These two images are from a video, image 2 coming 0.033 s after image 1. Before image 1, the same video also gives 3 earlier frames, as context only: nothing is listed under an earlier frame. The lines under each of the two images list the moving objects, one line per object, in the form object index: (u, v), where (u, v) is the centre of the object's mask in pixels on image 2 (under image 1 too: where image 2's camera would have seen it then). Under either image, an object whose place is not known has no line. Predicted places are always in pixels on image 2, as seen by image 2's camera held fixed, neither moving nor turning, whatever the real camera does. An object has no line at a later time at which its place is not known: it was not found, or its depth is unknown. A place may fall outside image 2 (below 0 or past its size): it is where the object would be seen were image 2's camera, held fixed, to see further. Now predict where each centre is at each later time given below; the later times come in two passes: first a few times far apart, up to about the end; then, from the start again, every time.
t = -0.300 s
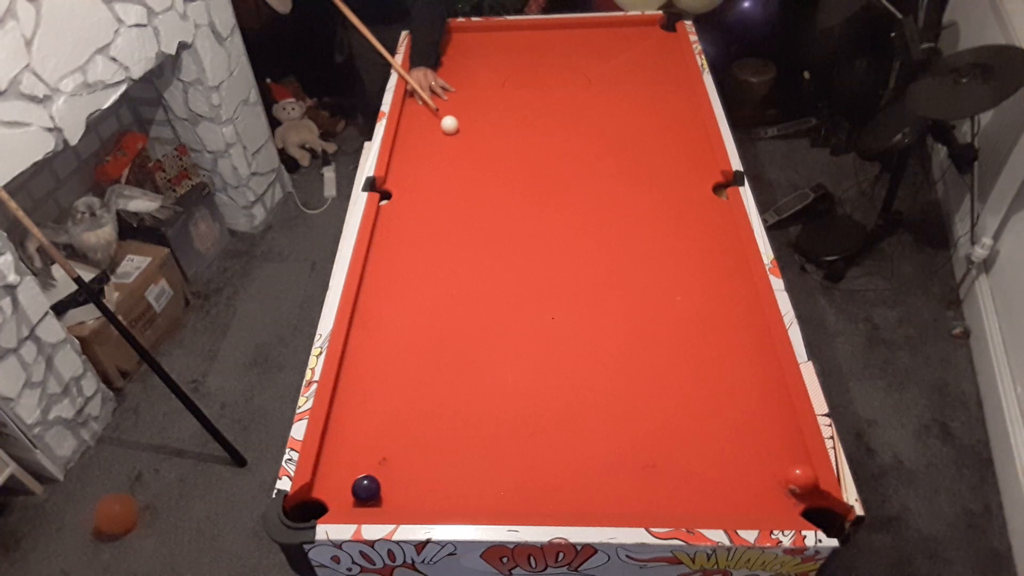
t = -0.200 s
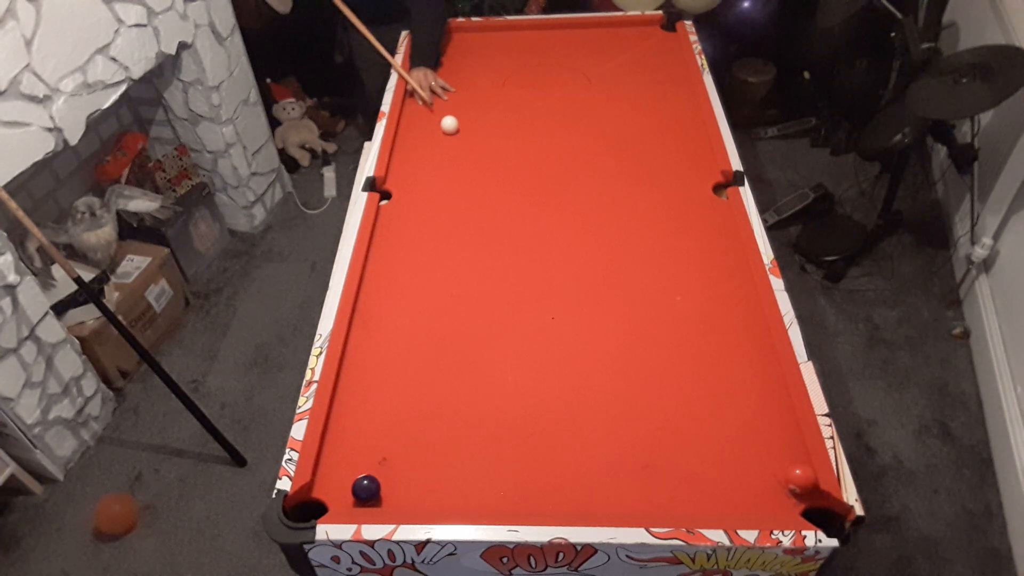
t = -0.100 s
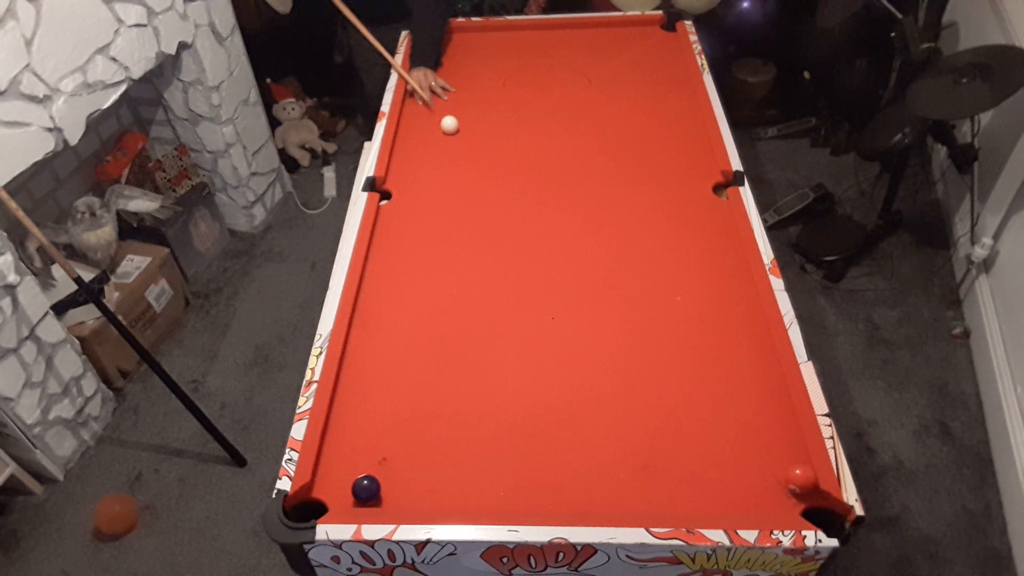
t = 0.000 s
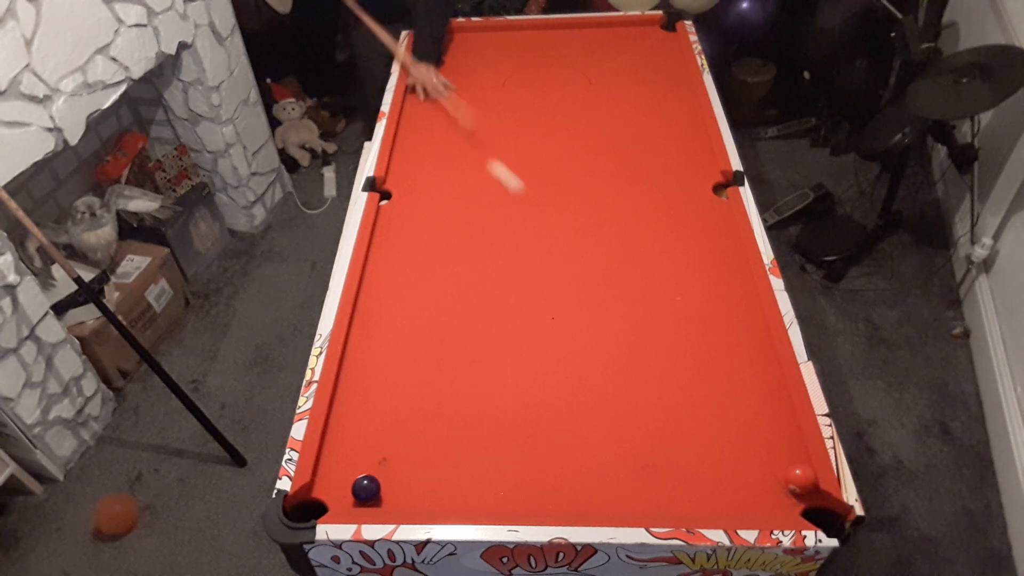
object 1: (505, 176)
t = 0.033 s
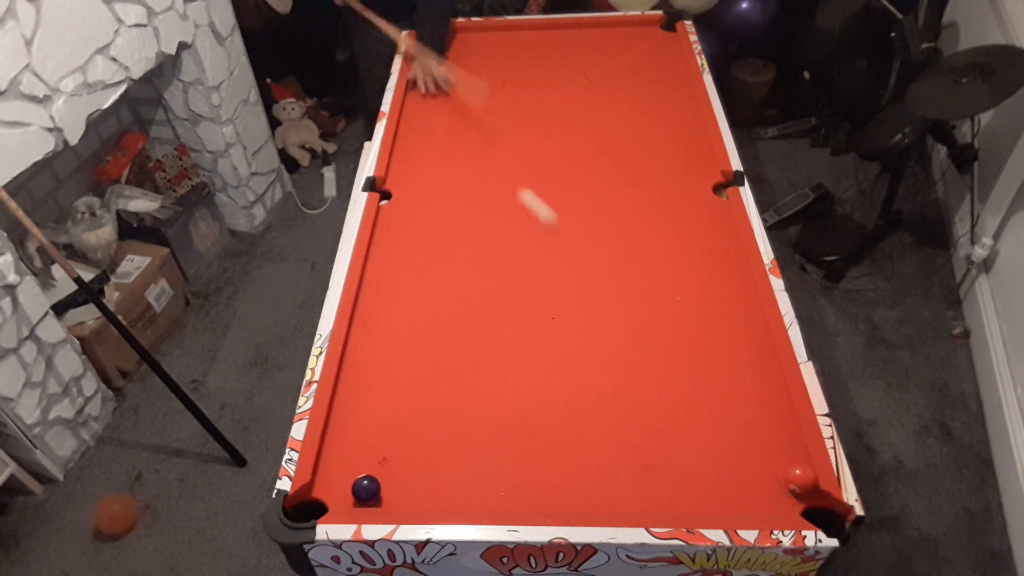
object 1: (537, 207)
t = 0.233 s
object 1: (790, 451)
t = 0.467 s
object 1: (679, 479)
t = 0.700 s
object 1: (588, 491)
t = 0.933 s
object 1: (512, 474)
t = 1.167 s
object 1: (447, 457)
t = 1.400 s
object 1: (393, 441)
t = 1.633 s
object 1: (348, 427)
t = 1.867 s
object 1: (352, 416)
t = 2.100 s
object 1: (373, 408)
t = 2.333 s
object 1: (393, 401)
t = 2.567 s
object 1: (413, 396)
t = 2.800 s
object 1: (432, 393)
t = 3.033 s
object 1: (450, 390)
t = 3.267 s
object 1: (467, 389)
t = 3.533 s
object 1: (486, 389)
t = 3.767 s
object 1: (500, 388)
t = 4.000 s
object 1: (514, 388)
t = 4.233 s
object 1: (525, 388)
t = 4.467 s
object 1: (535, 389)
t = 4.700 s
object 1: (544, 390)
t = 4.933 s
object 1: (551, 392)
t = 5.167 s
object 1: (557, 393)
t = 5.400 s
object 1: (562, 395)
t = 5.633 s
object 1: (566, 396)
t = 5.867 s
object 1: (569, 397)
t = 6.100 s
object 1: (571, 397)
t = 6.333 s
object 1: (571, 397)
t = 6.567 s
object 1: (571, 397)
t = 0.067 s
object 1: (571, 240)
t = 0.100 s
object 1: (609, 276)
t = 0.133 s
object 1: (651, 317)
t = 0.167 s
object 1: (698, 361)
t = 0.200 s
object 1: (750, 411)
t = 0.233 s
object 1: (790, 451)
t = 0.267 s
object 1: (773, 454)
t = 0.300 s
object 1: (755, 456)
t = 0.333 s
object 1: (737, 459)
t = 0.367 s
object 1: (721, 463)
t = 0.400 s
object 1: (707, 468)
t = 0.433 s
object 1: (693, 473)
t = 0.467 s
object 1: (679, 479)
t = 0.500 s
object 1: (665, 484)
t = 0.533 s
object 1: (652, 489)
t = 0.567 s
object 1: (638, 495)
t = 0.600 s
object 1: (624, 497)
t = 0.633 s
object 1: (612, 495)
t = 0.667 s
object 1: (600, 493)
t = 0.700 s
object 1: (588, 491)
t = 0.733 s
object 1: (577, 489)
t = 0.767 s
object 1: (565, 486)
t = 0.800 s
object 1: (554, 484)
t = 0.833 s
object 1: (543, 481)
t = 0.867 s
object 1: (533, 479)
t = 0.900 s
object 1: (522, 476)
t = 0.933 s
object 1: (512, 474)
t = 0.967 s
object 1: (502, 471)
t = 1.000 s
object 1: (492, 469)
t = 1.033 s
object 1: (483, 467)
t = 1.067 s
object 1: (474, 464)
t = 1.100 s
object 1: (465, 462)
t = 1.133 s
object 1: (456, 460)
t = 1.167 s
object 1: (447, 457)
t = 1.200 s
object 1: (439, 455)
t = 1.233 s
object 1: (431, 453)
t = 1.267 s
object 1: (423, 450)
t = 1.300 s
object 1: (415, 448)
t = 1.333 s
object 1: (408, 446)
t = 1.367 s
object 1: (400, 443)
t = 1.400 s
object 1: (393, 441)
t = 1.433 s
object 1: (386, 439)
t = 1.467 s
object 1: (379, 437)
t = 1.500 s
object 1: (373, 435)
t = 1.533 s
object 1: (366, 433)
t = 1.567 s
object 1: (360, 431)
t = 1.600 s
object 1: (354, 429)
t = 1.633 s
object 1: (348, 427)
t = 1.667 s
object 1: (343, 426)
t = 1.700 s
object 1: (338, 424)
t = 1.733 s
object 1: (340, 422)
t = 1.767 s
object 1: (343, 421)
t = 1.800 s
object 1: (346, 419)
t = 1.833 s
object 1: (349, 418)
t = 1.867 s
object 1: (352, 416)
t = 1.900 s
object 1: (355, 415)
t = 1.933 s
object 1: (358, 414)
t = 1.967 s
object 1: (361, 412)
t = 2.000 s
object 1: (364, 411)
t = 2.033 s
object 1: (367, 410)
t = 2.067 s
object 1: (370, 409)
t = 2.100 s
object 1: (373, 408)
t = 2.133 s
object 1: (376, 407)
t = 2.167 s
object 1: (378, 406)
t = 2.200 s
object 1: (381, 405)
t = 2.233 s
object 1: (384, 404)
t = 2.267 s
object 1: (387, 403)
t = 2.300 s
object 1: (390, 402)
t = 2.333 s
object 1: (393, 401)
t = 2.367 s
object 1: (396, 401)
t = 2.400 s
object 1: (399, 400)
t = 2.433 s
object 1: (401, 399)
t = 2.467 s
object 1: (404, 398)
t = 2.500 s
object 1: (407, 398)
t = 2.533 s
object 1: (410, 397)
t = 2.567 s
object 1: (413, 396)
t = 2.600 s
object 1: (415, 396)
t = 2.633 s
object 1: (418, 395)
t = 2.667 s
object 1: (421, 395)
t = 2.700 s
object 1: (423, 394)
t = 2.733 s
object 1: (426, 394)
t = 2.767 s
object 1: (429, 393)
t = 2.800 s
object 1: (432, 393)
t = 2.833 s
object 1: (434, 392)
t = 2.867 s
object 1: (437, 392)
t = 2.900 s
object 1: (439, 391)
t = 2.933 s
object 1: (442, 391)
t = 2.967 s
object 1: (445, 391)
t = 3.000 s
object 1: (447, 390)
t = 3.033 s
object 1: (450, 390)
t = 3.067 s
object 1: (452, 390)
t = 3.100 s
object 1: (455, 390)
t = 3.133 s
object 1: (457, 390)
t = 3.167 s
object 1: (460, 389)
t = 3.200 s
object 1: (462, 389)
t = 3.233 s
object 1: (465, 389)
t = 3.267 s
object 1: (467, 389)
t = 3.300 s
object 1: (470, 389)
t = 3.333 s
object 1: (472, 389)
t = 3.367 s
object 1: (475, 389)
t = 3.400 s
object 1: (477, 389)
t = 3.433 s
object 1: (479, 388)
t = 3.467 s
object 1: (481, 388)
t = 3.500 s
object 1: (483, 388)
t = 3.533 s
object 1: (486, 389)
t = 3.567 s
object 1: (488, 388)
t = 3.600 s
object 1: (490, 388)
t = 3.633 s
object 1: (492, 388)
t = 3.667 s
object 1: (494, 388)
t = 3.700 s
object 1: (496, 388)
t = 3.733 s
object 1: (498, 388)
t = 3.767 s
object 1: (500, 388)
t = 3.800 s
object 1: (502, 388)
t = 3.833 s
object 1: (504, 388)
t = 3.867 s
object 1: (506, 388)
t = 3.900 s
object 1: (508, 388)
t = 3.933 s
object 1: (510, 388)
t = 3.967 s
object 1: (512, 388)
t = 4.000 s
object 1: (514, 388)
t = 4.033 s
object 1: (516, 388)
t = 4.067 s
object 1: (517, 388)
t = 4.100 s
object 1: (519, 388)
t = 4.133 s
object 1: (520, 388)
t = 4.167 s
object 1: (522, 388)
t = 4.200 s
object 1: (523, 388)
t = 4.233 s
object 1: (525, 388)
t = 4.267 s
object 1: (526, 388)
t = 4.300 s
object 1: (528, 389)
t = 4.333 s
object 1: (529, 389)
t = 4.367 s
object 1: (531, 389)
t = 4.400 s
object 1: (532, 389)
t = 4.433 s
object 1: (534, 389)
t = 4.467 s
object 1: (535, 389)
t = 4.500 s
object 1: (537, 389)
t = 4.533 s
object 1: (538, 390)
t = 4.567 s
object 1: (539, 390)
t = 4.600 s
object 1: (541, 390)
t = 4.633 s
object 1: (542, 390)
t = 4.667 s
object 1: (543, 390)
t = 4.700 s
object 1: (544, 390)
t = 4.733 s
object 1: (545, 391)
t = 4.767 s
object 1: (546, 391)
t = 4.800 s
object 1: (548, 391)
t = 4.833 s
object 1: (548, 391)
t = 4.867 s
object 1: (550, 392)
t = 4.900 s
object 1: (551, 392)
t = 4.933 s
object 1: (551, 392)
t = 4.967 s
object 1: (552, 392)
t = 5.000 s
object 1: (553, 393)
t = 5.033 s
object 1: (554, 393)
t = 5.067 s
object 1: (555, 393)
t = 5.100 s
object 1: (556, 393)
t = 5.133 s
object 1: (557, 393)
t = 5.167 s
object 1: (557, 393)
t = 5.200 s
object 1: (558, 393)
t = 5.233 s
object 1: (559, 394)
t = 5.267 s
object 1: (560, 394)
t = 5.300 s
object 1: (560, 394)
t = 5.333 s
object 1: (561, 394)
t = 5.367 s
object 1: (562, 394)
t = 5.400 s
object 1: (562, 395)
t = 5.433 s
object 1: (563, 395)
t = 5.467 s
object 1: (564, 395)
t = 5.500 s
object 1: (564, 395)
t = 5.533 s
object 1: (565, 396)
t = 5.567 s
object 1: (566, 396)
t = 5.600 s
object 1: (566, 396)
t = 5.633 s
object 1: (566, 396)
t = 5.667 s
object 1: (567, 396)
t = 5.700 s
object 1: (567, 396)
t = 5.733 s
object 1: (568, 396)
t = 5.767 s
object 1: (568, 397)
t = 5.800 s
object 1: (568, 397)
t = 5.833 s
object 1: (569, 397)
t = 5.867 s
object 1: (569, 397)
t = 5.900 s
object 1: (569, 397)
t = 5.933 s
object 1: (570, 397)
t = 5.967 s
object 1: (570, 397)
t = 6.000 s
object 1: (570, 397)
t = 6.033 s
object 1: (570, 397)
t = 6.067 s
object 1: (571, 397)
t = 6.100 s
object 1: (571, 397)
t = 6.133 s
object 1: (571, 397)
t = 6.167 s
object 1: (571, 397)
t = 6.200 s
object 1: (571, 397)
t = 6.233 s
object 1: (571, 397)
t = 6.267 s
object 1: (571, 397)
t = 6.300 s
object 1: (571, 397)
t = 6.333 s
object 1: (571, 397)
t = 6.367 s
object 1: (571, 397)
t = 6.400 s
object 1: (571, 397)
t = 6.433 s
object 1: (571, 397)
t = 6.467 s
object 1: (571, 397)
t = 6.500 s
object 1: (571, 397)
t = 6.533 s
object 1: (571, 397)
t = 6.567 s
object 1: (571, 397)
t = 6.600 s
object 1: (571, 397)
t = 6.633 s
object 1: (571, 397)
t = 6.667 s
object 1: (571, 397)
